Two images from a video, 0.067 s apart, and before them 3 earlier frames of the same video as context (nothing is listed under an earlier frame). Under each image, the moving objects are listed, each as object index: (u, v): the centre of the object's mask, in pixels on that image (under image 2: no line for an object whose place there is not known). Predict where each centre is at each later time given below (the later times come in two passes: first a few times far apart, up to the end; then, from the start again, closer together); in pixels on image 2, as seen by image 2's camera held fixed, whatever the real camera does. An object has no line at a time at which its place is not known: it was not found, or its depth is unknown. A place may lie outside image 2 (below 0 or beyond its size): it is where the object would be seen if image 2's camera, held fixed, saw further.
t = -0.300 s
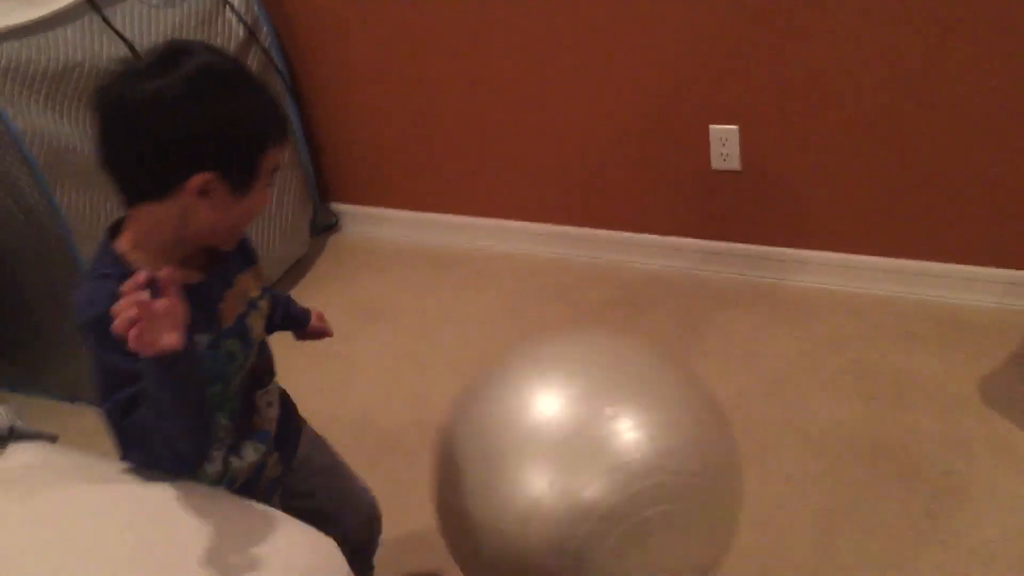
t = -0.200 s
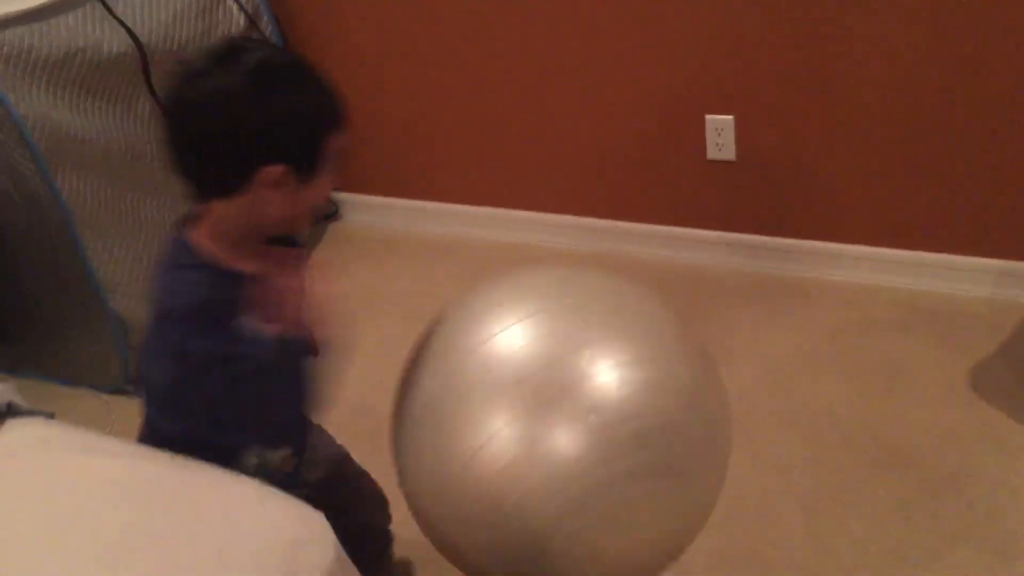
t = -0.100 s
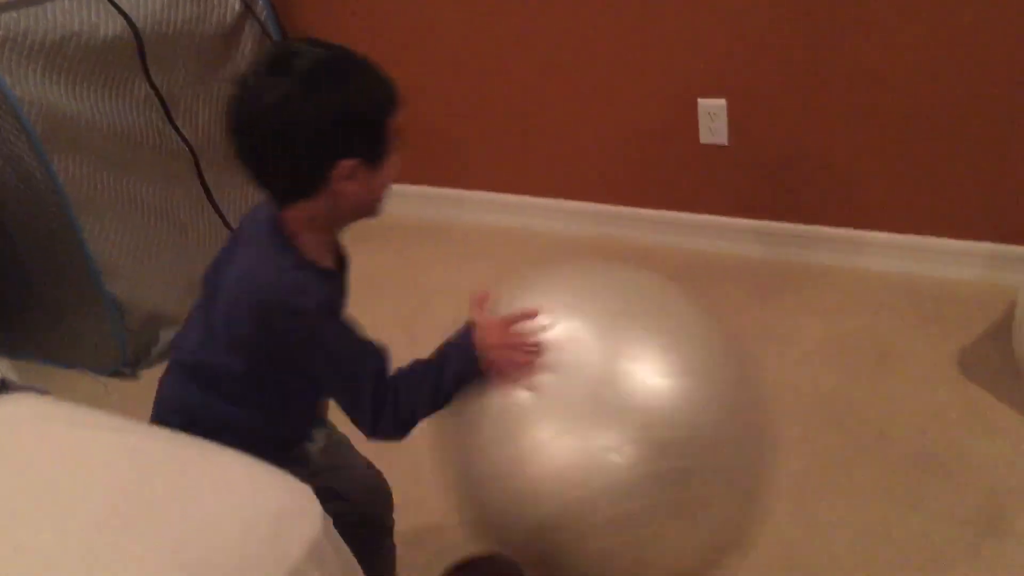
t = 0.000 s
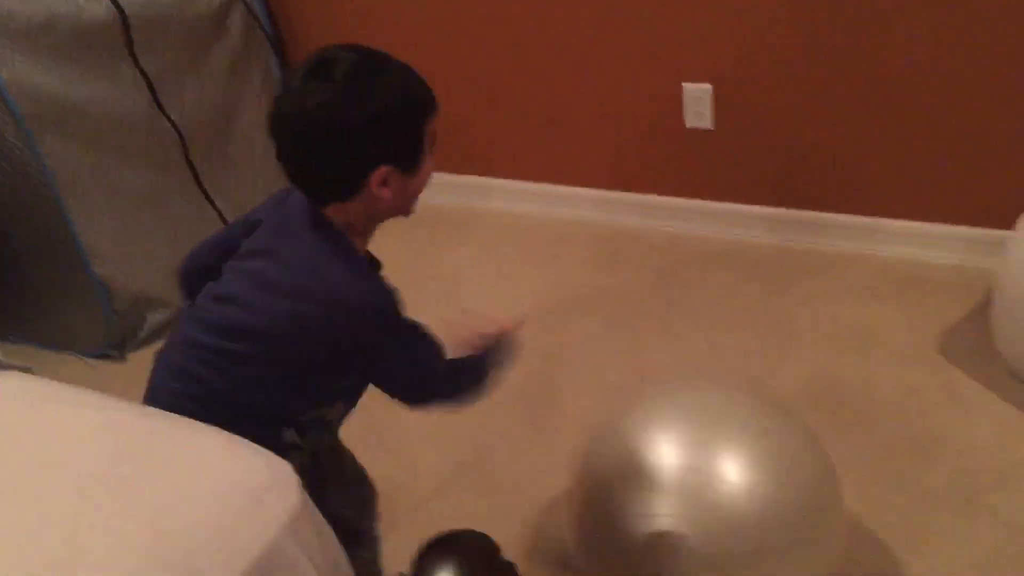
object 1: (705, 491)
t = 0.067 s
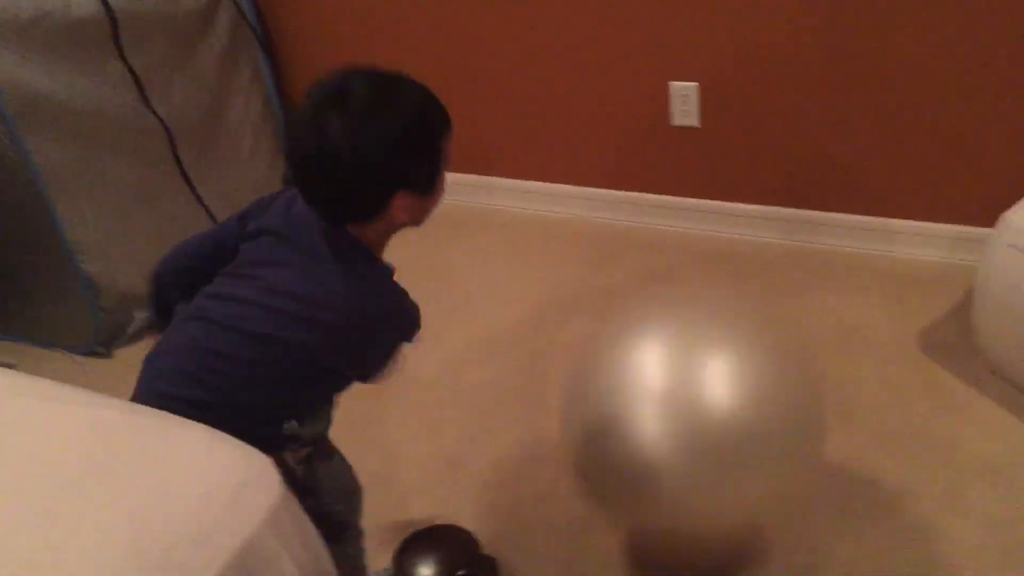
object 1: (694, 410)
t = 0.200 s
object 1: (702, 176)
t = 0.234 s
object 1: (702, 130)
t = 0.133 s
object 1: (694, 296)
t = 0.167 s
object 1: (700, 231)
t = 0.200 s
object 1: (702, 176)
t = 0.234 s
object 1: (702, 130)
